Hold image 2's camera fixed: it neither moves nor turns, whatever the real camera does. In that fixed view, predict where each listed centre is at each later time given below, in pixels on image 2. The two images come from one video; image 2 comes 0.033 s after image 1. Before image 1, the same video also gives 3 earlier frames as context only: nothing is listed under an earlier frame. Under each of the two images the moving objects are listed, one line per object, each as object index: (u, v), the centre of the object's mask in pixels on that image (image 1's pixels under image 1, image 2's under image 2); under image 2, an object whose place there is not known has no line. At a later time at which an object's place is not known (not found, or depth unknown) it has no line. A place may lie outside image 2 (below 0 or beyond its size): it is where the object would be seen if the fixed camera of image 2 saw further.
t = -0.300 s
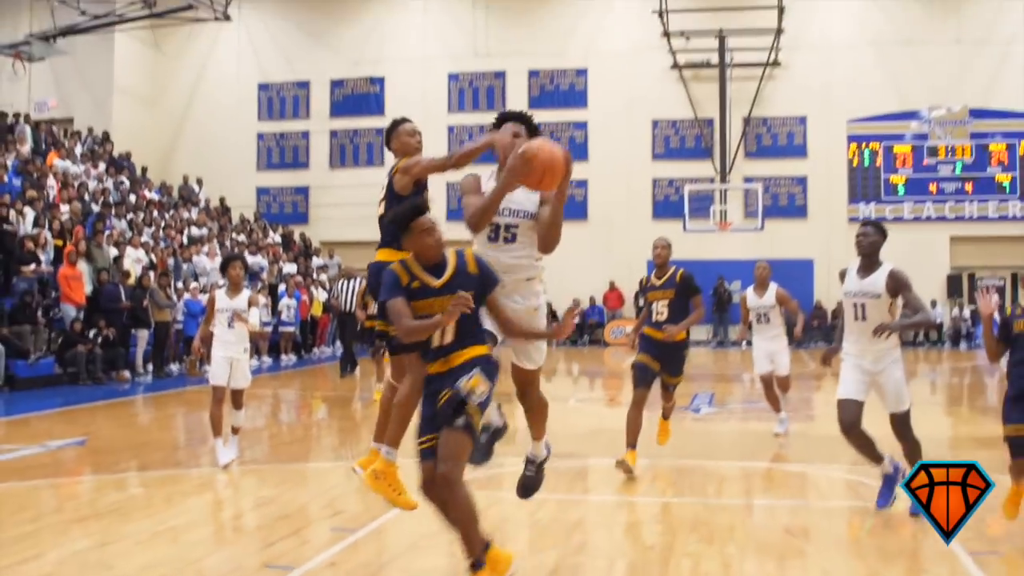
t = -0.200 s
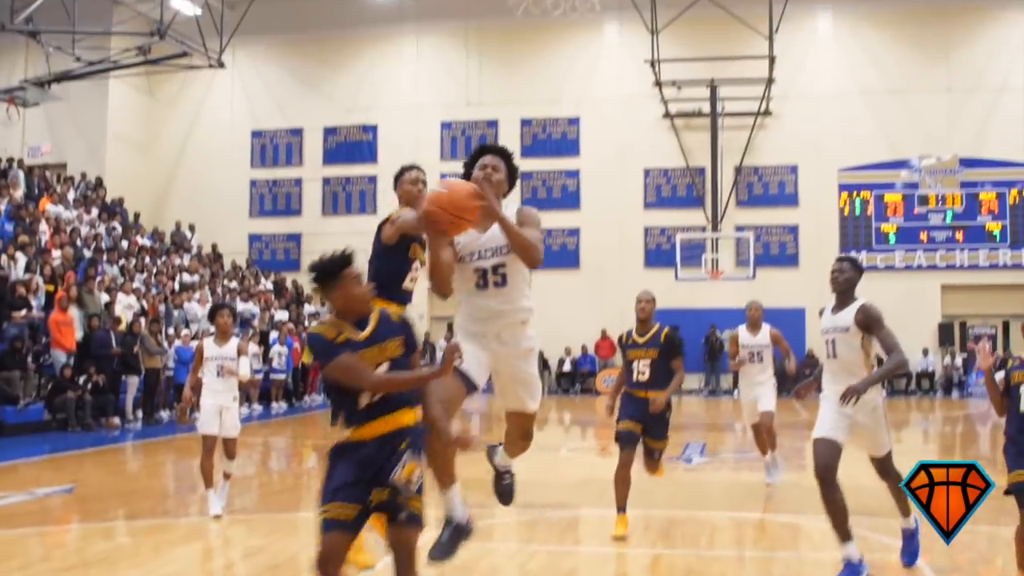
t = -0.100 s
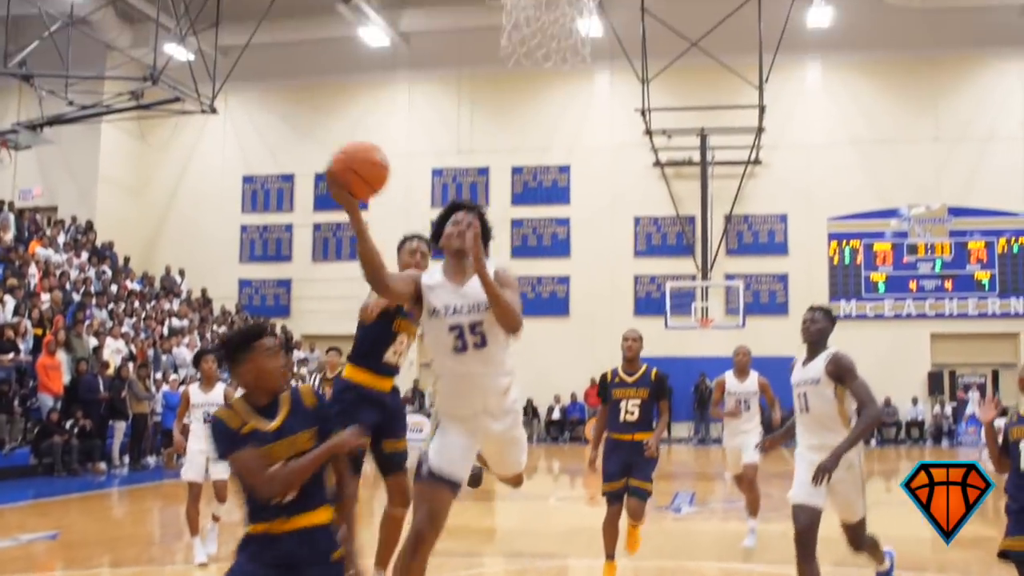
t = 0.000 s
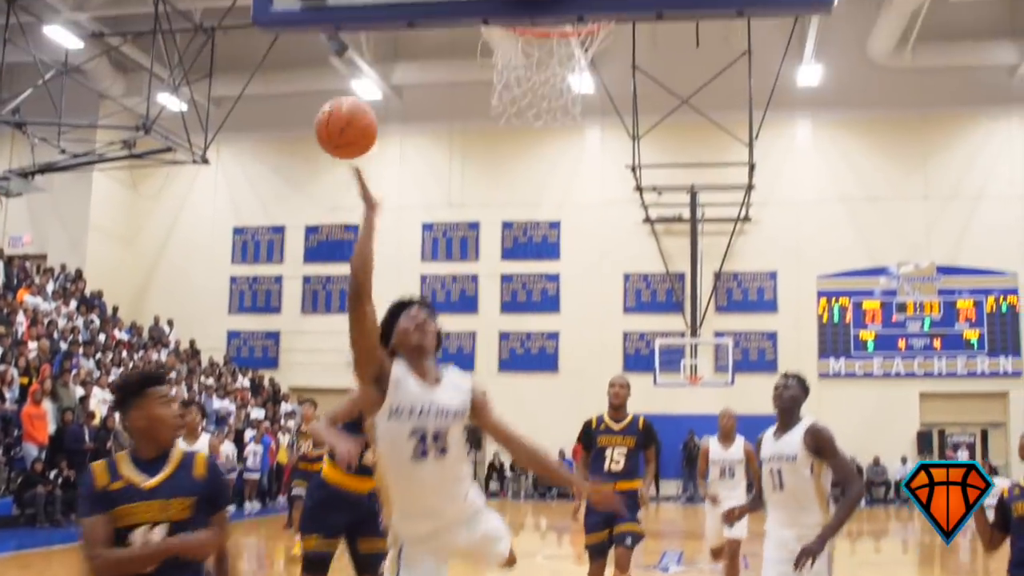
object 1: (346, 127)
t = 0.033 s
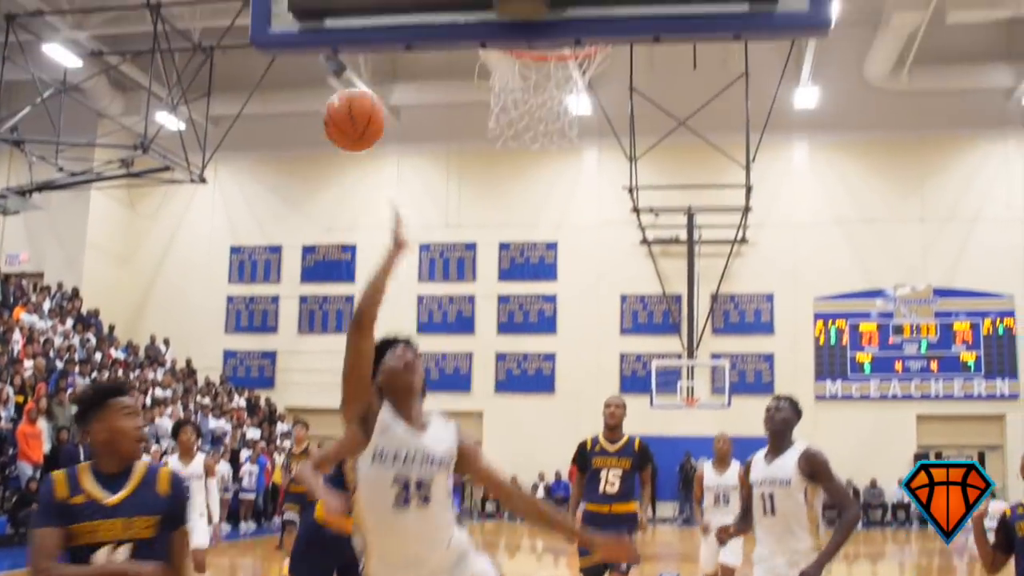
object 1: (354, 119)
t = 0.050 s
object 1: (359, 101)
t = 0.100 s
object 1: (376, 67)
